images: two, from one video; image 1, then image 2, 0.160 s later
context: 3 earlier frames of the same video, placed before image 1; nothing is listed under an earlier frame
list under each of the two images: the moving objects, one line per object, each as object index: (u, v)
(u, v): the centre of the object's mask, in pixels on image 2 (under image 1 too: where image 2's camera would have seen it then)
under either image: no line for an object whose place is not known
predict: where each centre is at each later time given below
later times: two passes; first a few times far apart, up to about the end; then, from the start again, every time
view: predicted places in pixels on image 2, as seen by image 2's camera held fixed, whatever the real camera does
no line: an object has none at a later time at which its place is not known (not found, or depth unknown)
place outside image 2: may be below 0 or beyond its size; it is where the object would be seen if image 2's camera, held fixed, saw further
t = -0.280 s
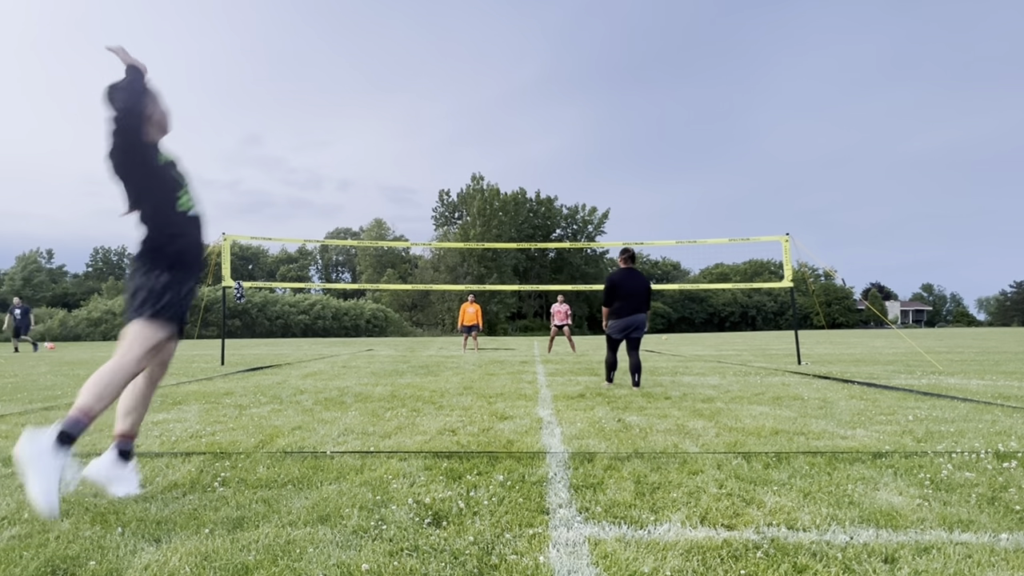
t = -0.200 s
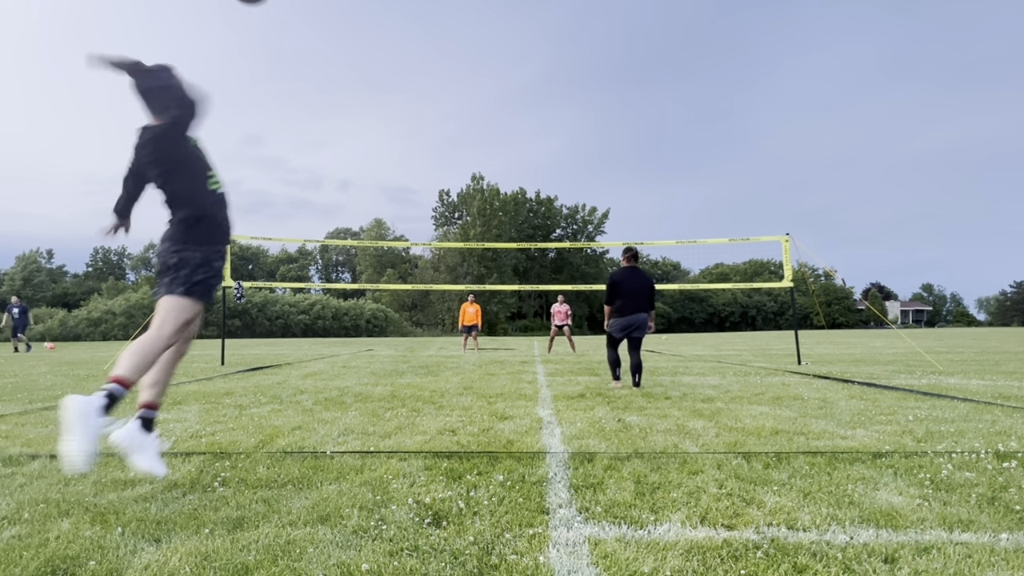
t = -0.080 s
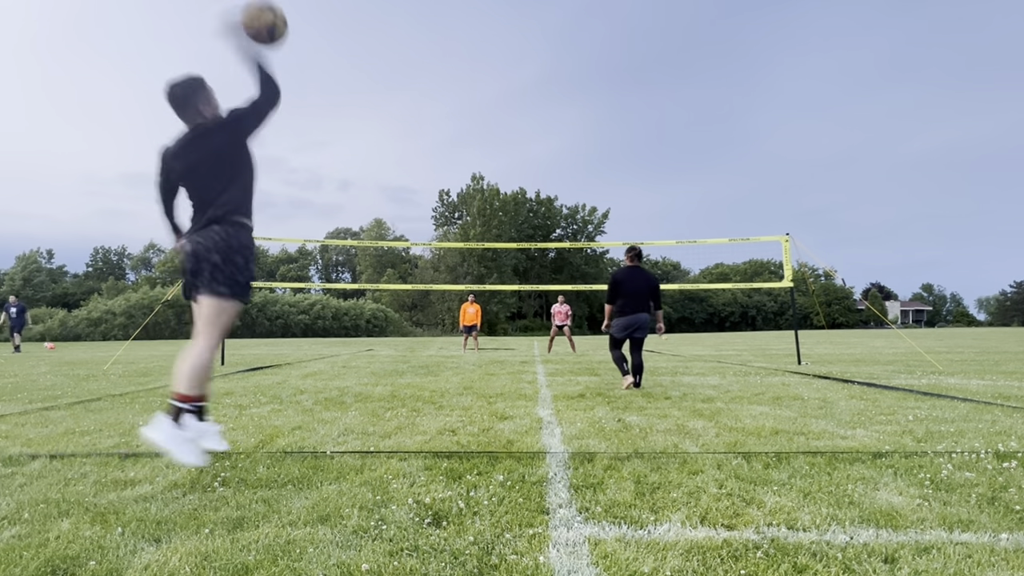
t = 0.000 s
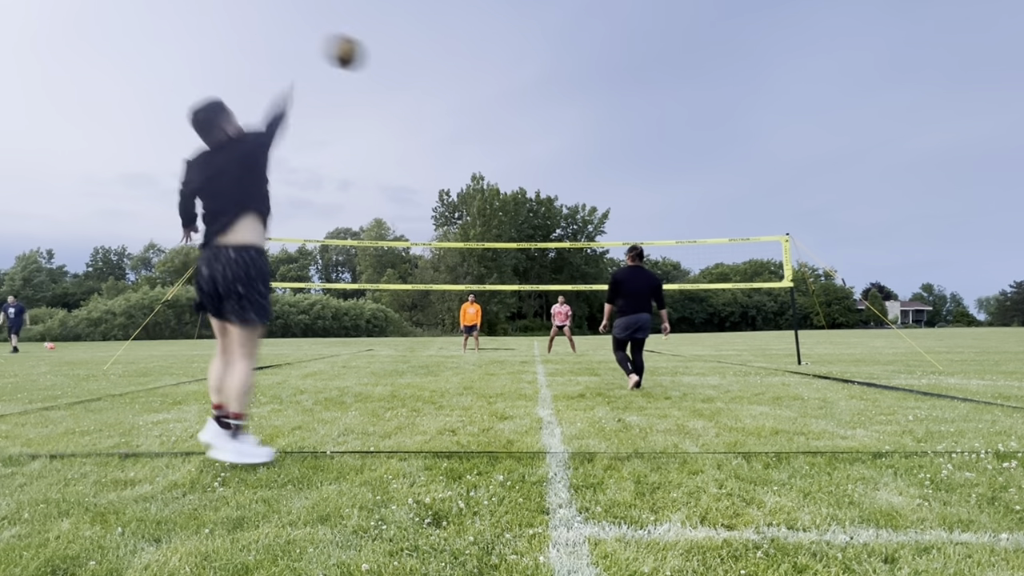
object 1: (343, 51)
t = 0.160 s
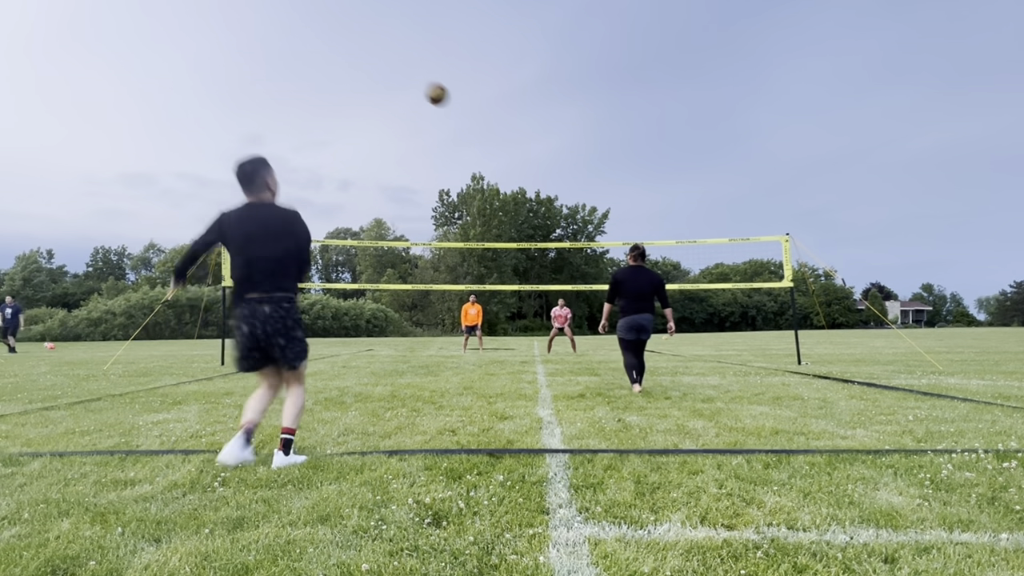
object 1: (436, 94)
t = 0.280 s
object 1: (473, 124)
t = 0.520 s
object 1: (519, 184)
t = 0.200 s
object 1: (451, 104)
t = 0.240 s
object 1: (463, 114)
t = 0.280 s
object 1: (473, 124)
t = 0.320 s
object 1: (483, 134)
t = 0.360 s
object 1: (492, 144)
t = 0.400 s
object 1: (500, 154)
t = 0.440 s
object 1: (507, 164)
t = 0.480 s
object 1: (513, 174)
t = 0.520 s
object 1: (519, 184)
